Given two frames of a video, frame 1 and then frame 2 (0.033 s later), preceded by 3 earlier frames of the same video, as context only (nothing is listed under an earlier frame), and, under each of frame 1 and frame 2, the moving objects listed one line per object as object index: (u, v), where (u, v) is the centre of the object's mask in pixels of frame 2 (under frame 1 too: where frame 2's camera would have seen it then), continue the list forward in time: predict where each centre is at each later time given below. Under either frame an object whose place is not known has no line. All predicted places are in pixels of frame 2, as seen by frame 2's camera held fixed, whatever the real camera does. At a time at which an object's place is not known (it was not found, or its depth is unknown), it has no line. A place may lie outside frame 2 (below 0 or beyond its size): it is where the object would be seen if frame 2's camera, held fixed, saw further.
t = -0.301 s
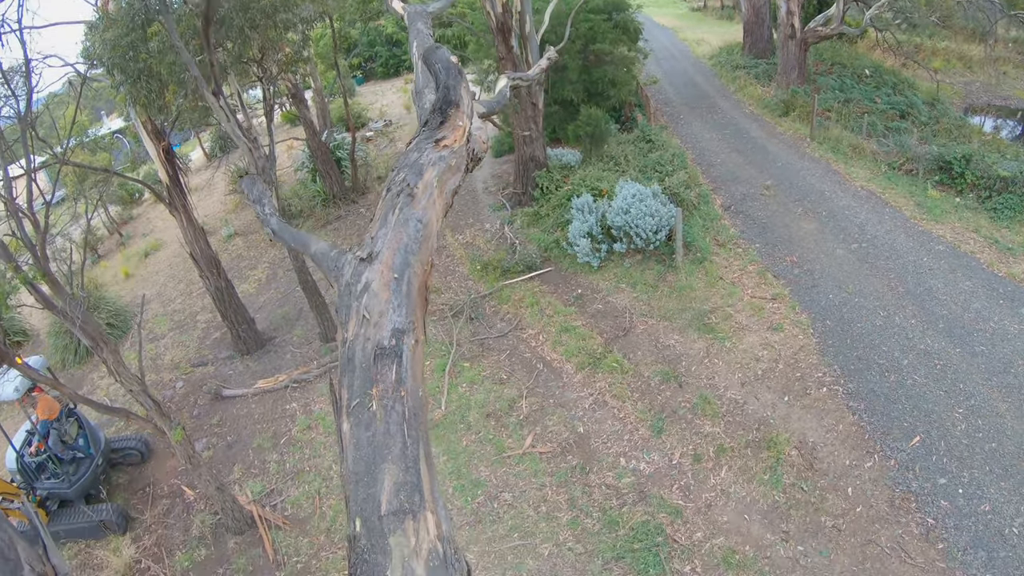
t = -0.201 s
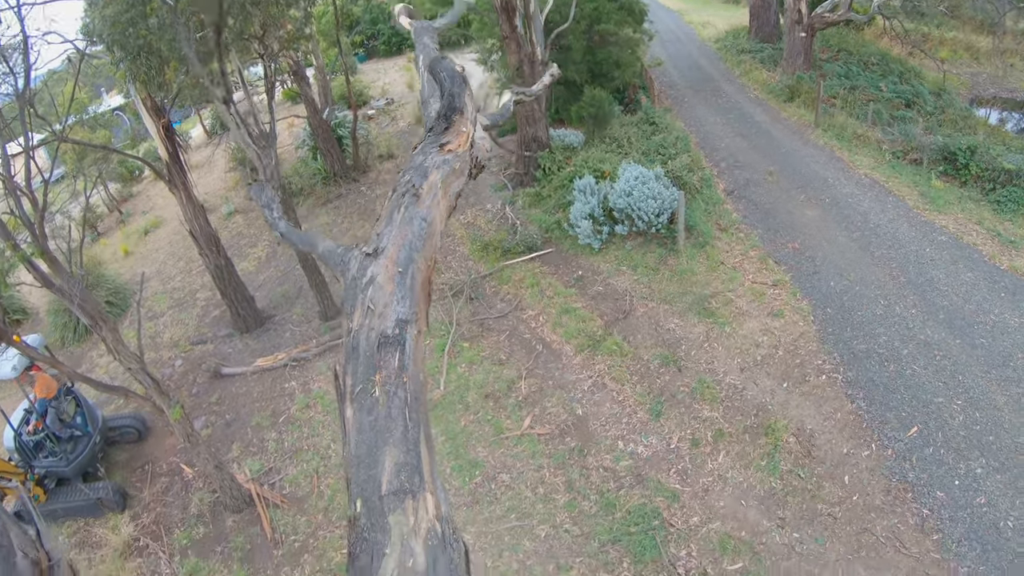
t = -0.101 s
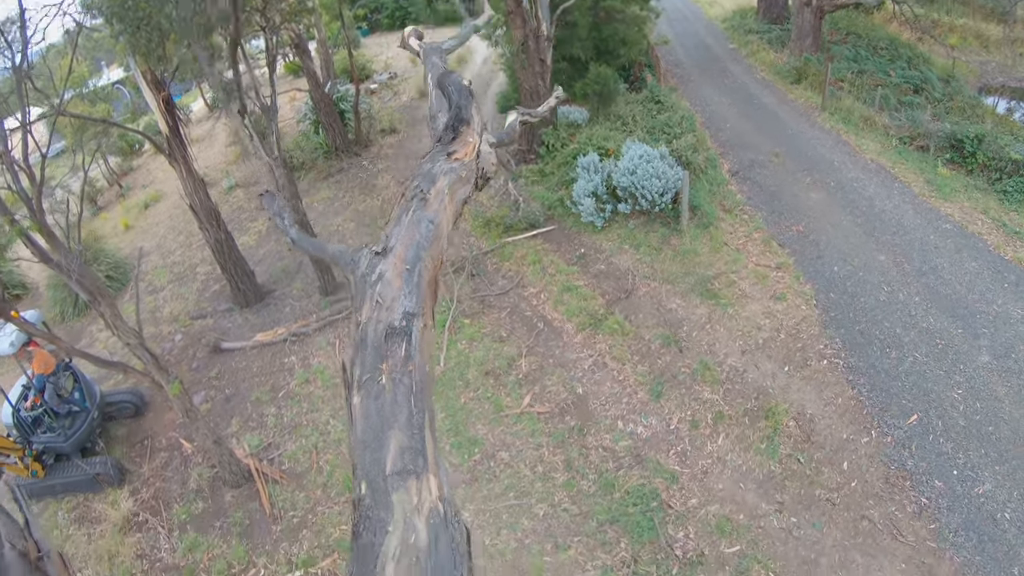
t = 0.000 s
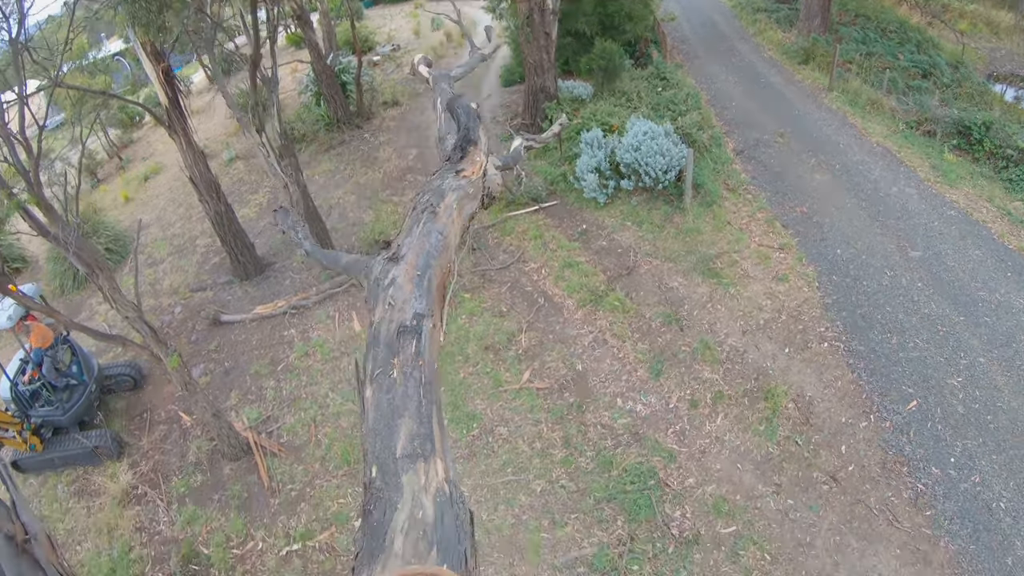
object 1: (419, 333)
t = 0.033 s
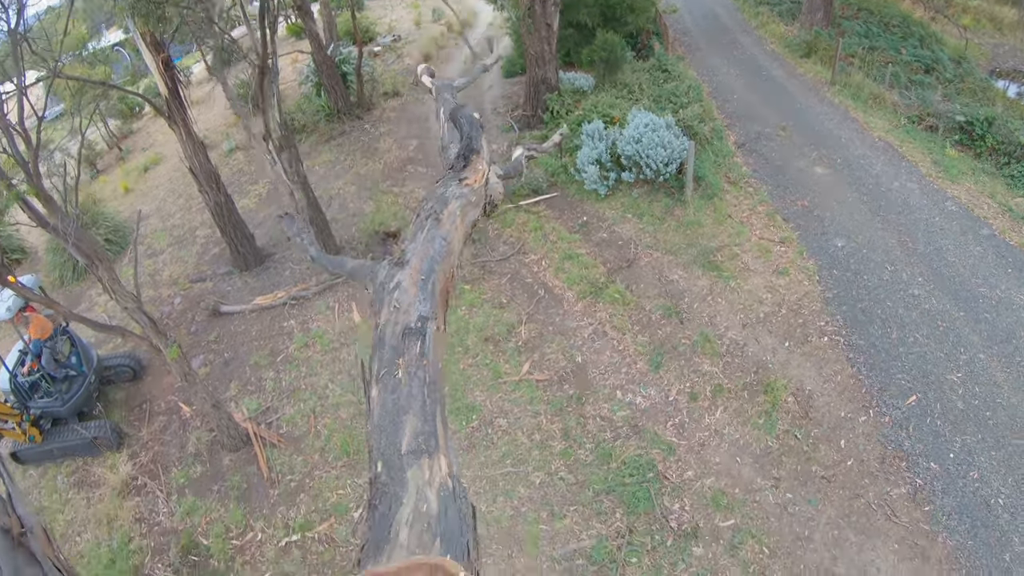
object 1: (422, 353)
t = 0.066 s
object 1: (426, 369)
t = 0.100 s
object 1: (431, 384)
